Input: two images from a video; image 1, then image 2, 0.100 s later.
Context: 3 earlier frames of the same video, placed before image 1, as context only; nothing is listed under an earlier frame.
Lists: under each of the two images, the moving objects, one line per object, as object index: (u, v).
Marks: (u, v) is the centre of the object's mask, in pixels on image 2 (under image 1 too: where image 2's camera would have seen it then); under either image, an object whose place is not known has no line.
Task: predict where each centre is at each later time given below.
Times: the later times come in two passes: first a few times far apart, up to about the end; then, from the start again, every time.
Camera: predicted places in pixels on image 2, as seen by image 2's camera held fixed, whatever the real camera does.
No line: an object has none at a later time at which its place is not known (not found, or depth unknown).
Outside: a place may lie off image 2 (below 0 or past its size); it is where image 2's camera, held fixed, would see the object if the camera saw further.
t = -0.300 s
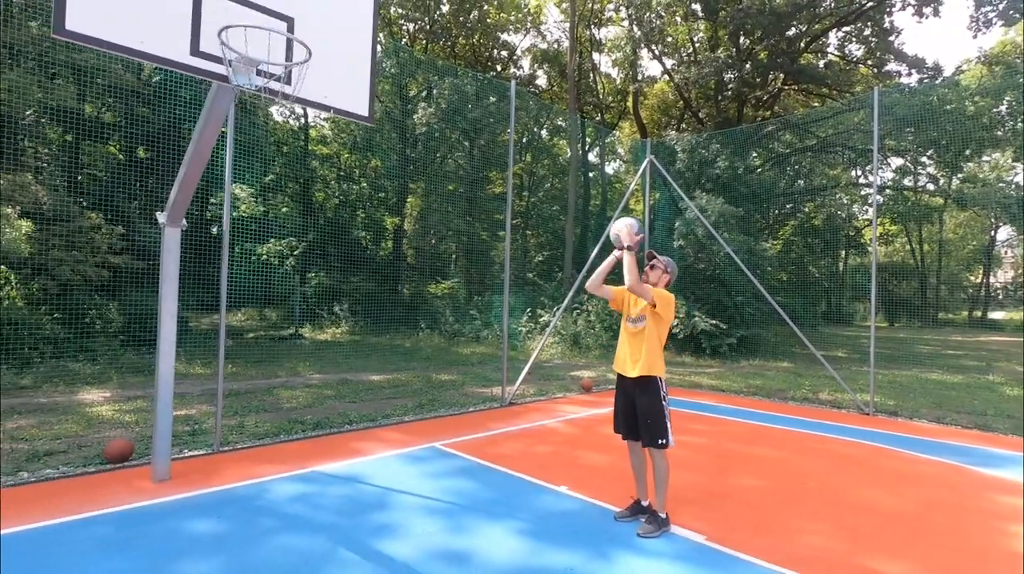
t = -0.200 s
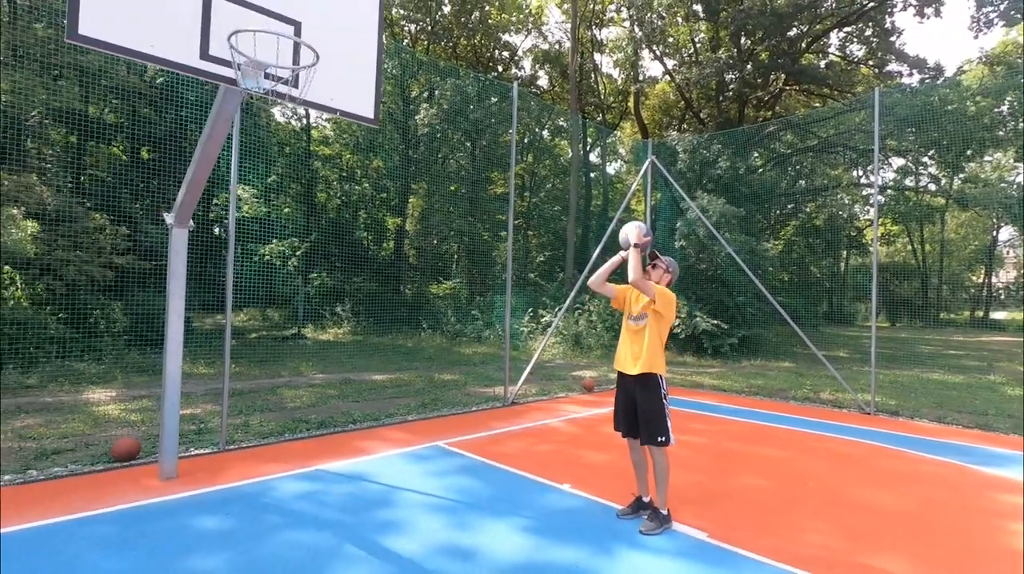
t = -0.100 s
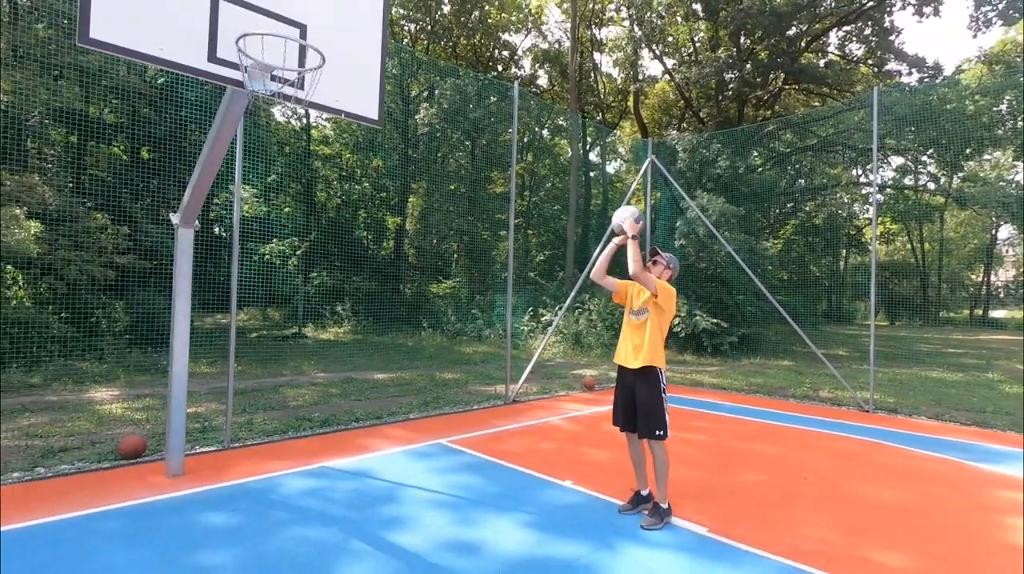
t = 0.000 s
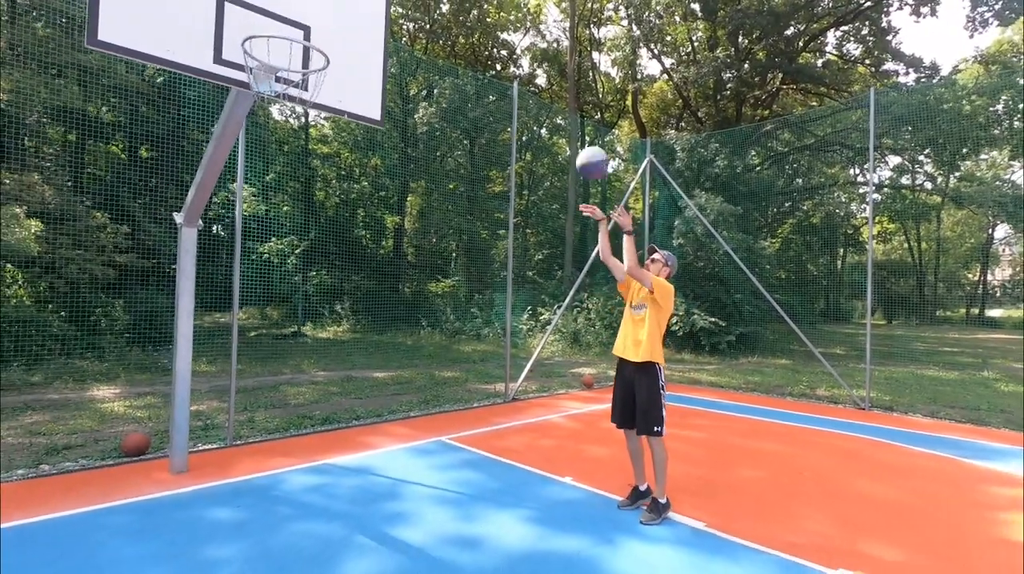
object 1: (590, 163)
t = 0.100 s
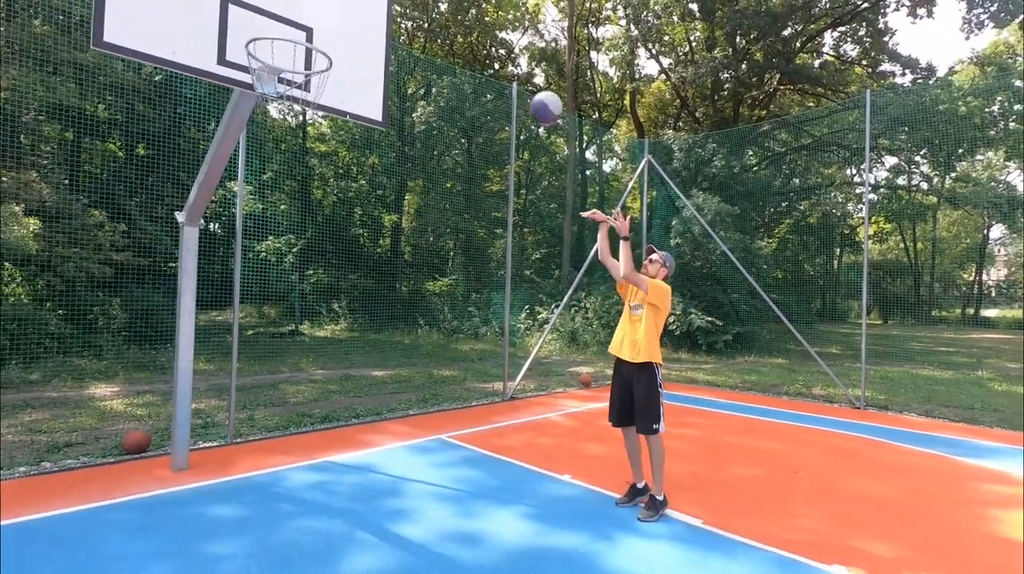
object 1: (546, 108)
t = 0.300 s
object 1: (454, 37)
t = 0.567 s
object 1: (325, 26)
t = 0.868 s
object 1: (313, 96)
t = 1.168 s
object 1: (313, 116)
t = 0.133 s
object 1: (531, 92)
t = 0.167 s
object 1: (516, 79)
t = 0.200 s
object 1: (500, 67)
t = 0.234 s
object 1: (486, 55)
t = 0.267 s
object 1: (470, 46)
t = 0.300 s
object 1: (454, 37)
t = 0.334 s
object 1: (438, 30)
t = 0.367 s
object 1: (422, 25)
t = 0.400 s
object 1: (406, 20)
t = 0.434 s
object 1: (390, 18)
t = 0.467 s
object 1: (373, 18)
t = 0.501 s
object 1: (356, 18)
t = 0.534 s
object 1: (338, 21)
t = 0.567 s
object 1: (325, 26)
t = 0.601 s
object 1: (319, 25)
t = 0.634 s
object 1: (314, 27)
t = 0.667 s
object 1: (310, 31)
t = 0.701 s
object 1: (305, 36)
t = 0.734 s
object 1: (300, 45)
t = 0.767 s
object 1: (294, 56)
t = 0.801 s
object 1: (298, 70)
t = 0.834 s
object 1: (306, 81)
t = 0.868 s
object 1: (313, 96)
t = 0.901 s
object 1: (317, 105)
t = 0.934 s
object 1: (319, 107)
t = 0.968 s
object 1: (321, 106)
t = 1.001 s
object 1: (322, 107)
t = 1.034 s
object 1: (323, 107)
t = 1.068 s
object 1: (320, 111)
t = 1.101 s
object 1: (319, 111)
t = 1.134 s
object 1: (317, 113)
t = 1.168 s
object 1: (313, 116)
